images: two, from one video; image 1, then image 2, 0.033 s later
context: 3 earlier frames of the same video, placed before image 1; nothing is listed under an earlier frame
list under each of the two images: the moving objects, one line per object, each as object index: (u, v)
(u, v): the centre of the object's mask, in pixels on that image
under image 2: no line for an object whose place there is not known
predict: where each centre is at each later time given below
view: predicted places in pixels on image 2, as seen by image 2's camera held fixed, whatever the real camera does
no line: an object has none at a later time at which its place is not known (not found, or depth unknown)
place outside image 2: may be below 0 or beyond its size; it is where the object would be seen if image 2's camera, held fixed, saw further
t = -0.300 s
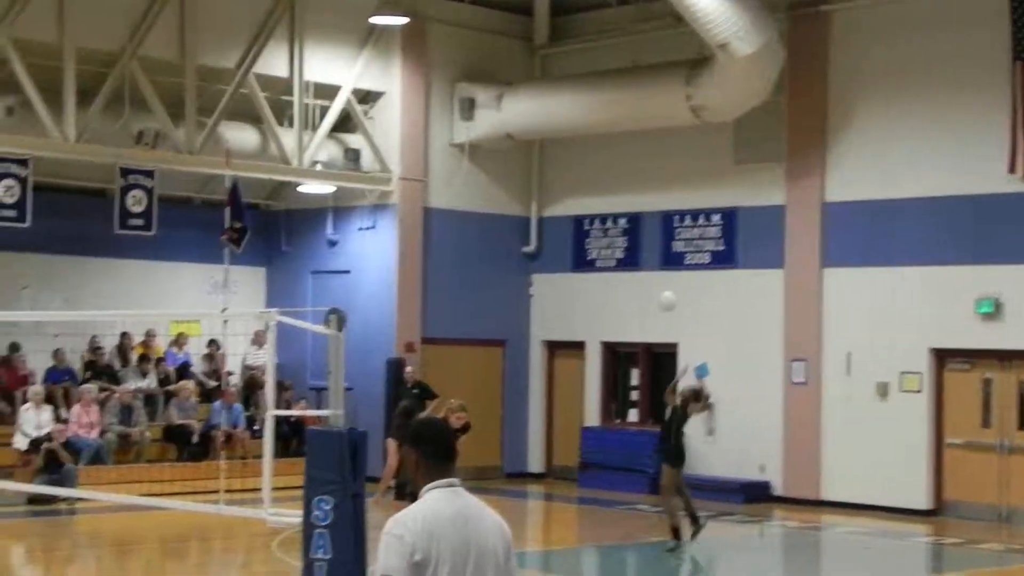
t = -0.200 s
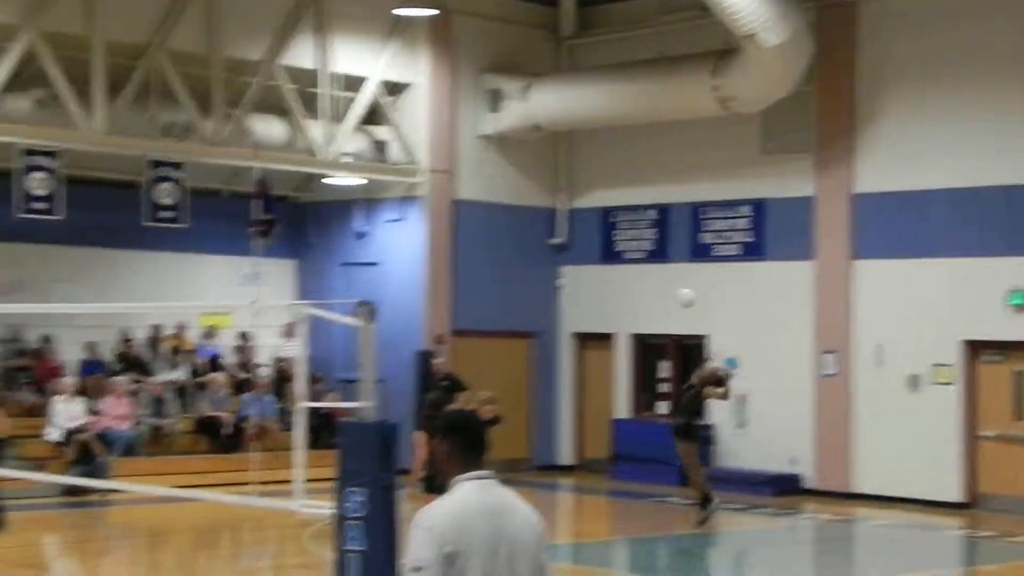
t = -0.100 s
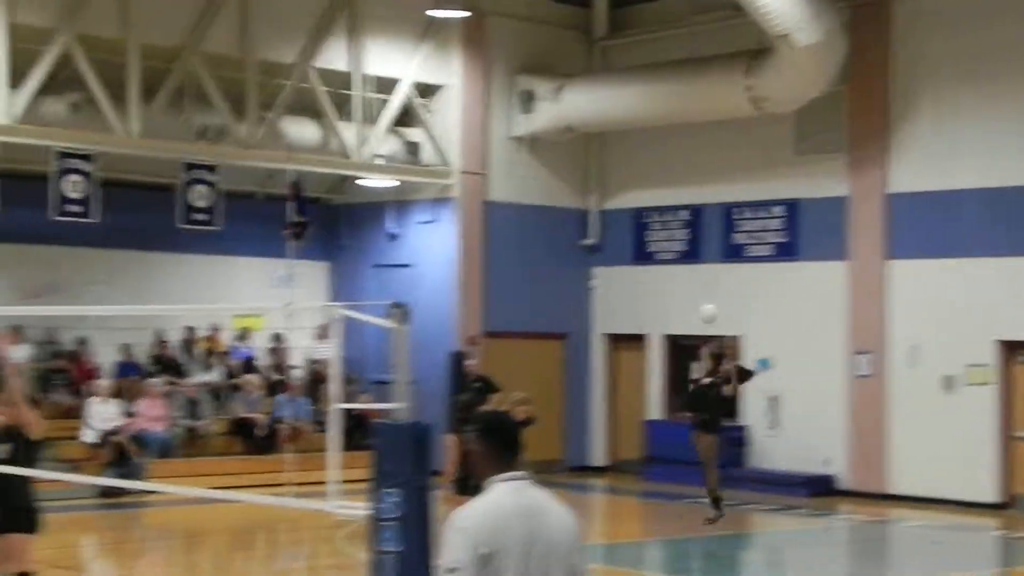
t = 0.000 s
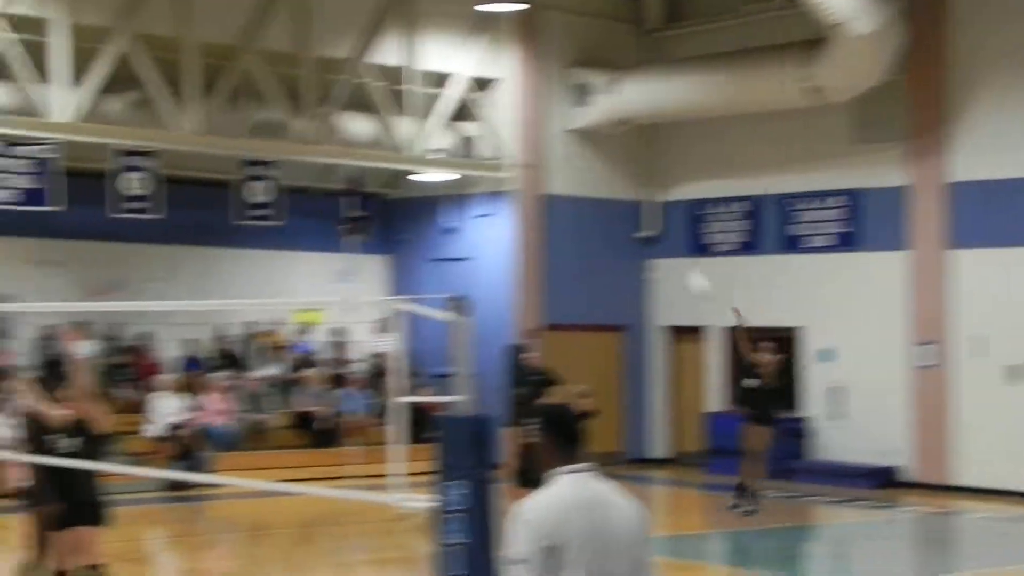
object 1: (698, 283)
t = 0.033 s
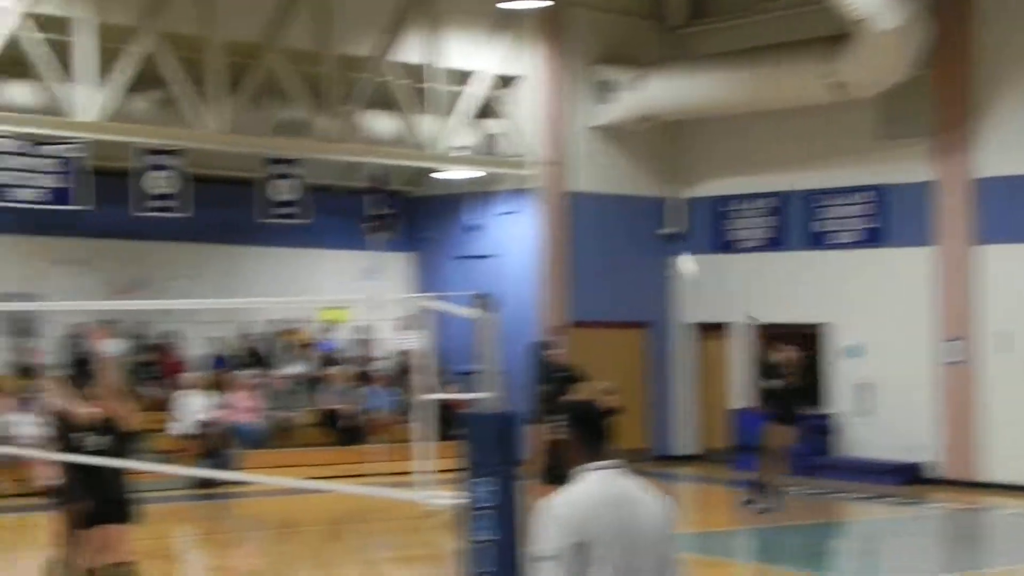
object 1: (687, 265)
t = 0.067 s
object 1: (653, 254)
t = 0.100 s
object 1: (617, 243)
